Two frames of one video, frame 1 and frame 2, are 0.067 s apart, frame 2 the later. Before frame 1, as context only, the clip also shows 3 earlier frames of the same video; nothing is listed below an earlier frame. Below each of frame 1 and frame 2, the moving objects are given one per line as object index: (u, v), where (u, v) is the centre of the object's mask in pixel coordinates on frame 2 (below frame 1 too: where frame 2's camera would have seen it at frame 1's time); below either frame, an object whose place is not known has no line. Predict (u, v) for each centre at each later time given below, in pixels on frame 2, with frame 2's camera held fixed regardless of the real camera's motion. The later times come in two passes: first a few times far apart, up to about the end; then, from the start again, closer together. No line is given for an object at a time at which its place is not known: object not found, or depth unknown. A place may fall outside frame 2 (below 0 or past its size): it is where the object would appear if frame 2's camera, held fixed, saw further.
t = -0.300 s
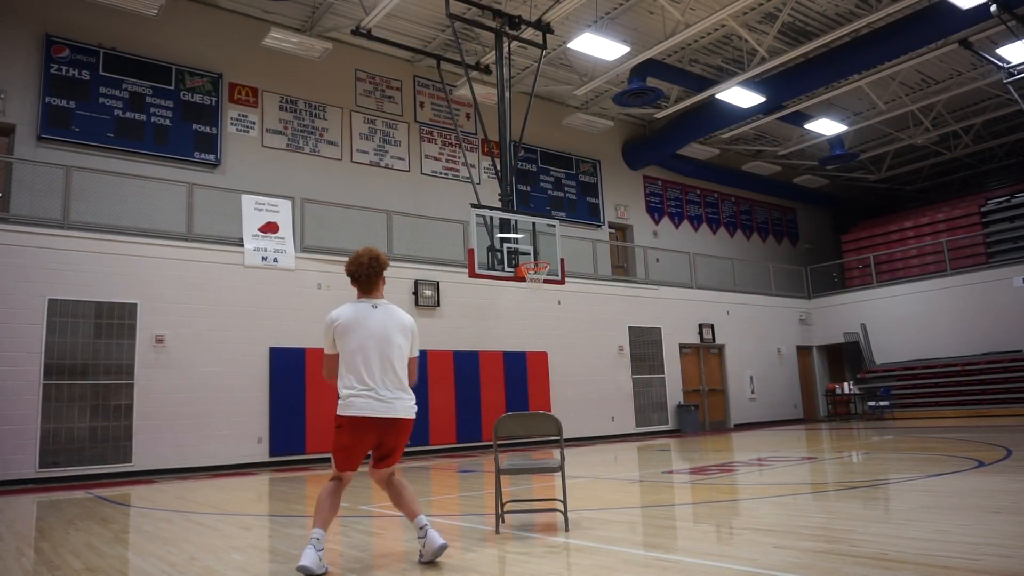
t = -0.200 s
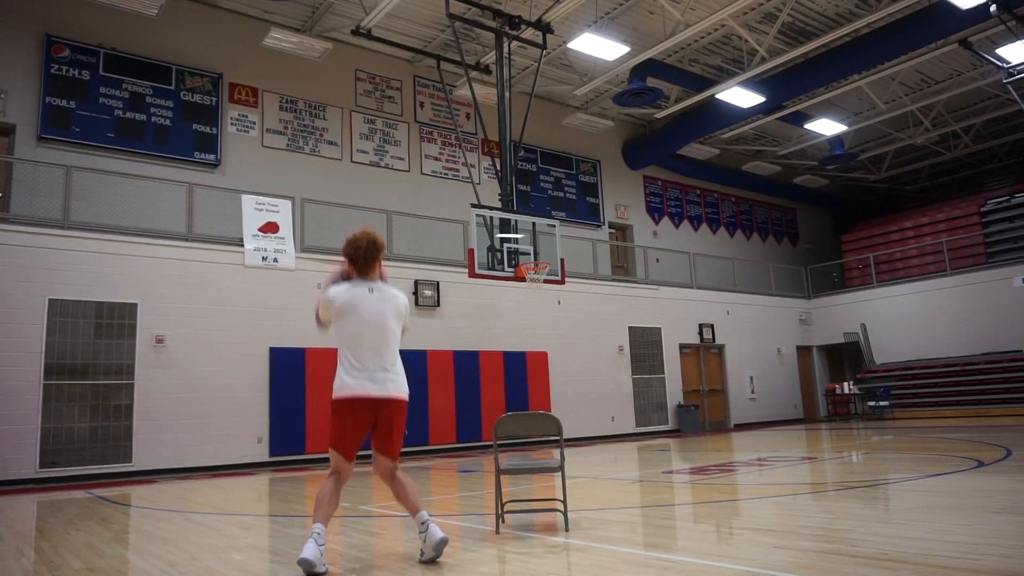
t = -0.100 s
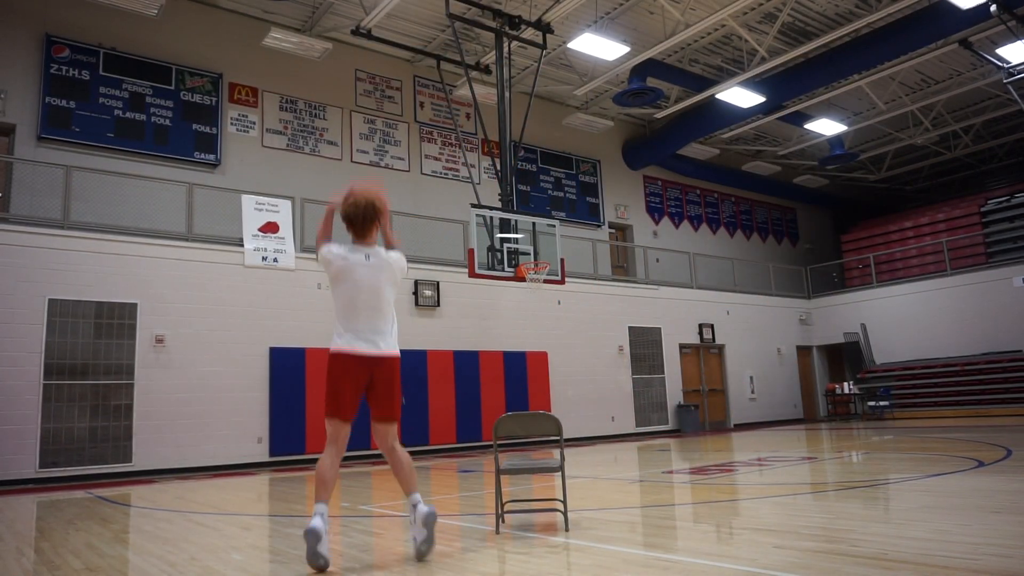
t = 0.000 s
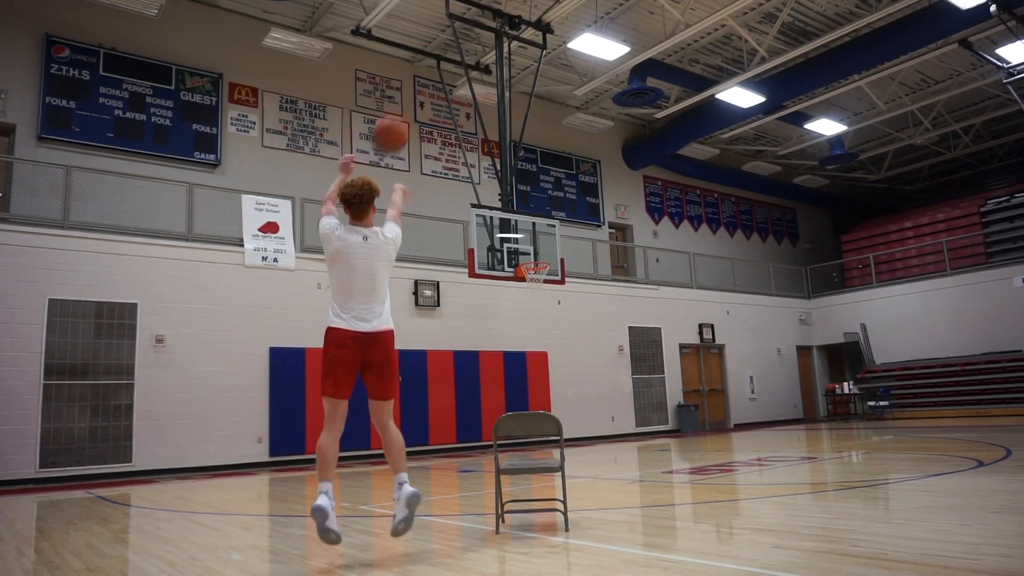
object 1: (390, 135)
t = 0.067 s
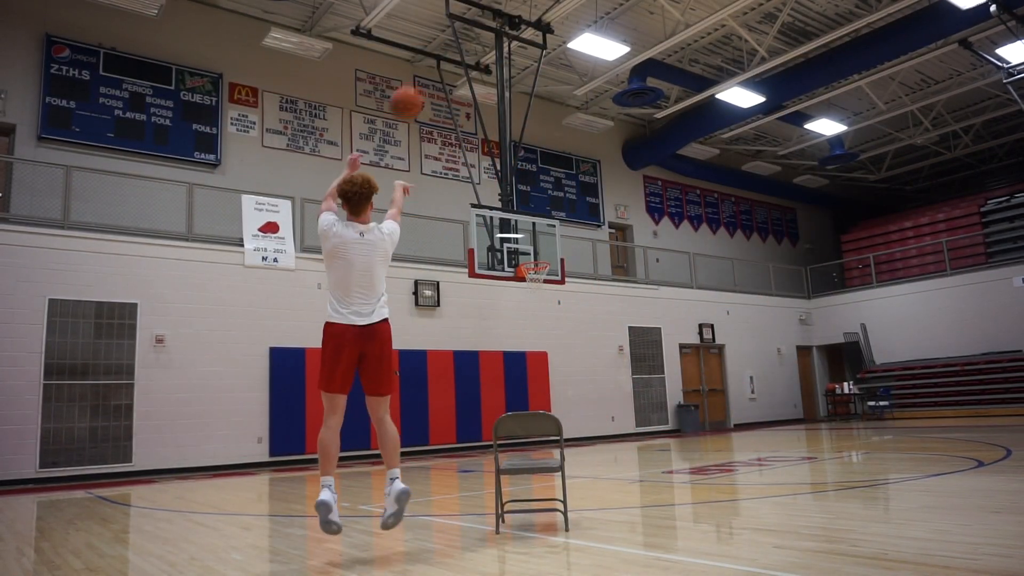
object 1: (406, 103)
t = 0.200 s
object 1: (432, 69)
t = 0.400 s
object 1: (461, 61)
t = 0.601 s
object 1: (483, 86)
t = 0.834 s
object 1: (502, 141)
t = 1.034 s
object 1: (517, 202)
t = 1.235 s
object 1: (532, 271)
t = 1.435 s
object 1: (546, 303)
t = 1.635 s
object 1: (563, 350)
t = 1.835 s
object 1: (581, 423)
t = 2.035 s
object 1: (593, 408)
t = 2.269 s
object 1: (604, 365)
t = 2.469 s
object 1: (615, 354)
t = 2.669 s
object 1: (630, 368)
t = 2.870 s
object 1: (647, 410)
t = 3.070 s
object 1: (661, 430)
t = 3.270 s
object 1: (672, 397)
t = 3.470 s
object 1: (684, 389)
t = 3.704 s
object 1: (704, 417)
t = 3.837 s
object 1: (716, 449)
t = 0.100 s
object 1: (413, 91)
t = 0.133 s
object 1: (420, 82)
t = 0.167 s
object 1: (427, 74)
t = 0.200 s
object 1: (432, 69)
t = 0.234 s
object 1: (438, 64)
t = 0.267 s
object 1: (443, 61)
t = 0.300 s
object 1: (448, 60)
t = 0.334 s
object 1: (452, 59)
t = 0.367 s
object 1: (457, 60)
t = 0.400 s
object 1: (461, 61)
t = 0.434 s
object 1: (465, 64)
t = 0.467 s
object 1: (469, 66)
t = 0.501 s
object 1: (473, 71)
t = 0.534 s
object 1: (476, 75)
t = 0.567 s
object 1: (479, 80)
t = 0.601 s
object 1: (483, 86)
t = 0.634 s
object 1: (486, 93)
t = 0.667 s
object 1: (489, 100)
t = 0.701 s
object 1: (492, 106)
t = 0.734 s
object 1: (495, 115)
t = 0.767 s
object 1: (498, 123)
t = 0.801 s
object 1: (500, 131)
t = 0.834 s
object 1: (502, 141)
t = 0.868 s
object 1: (505, 150)
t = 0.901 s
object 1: (508, 160)
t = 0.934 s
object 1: (510, 170)
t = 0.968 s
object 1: (512, 180)
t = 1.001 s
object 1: (514, 192)
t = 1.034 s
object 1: (517, 202)
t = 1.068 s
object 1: (519, 213)
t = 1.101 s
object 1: (521, 227)
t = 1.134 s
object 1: (524, 238)
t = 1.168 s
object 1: (525, 250)
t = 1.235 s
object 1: (532, 271)
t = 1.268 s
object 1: (532, 280)
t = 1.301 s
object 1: (535, 283)
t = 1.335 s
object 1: (538, 287)
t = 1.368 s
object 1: (540, 292)
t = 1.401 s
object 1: (543, 297)
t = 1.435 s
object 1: (546, 303)
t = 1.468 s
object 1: (549, 309)
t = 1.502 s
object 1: (551, 316)
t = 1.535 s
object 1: (554, 323)
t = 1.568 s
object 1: (557, 332)
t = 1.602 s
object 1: (560, 341)
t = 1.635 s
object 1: (563, 350)
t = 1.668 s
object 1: (566, 361)
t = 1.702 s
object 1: (569, 372)
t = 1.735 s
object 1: (572, 383)
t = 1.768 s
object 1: (575, 396)
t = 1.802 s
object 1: (578, 409)
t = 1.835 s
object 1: (581, 423)
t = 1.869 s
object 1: (584, 437)
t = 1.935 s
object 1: (589, 436)
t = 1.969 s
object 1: (590, 426)
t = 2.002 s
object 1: (591, 417)
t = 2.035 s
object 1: (593, 408)
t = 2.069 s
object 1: (594, 400)
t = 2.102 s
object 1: (595, 393)
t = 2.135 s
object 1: (597, 386)
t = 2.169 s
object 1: (598, 380)
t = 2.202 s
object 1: (600, 374)
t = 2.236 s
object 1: (602, 369)
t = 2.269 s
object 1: (604, 365)
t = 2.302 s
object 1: (605, 362)
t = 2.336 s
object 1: (607, 359)
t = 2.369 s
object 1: (609, 356)
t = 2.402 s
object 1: (611, 355)
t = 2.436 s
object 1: (613, 354)
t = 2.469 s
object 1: (615, 354)
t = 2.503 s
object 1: (617, 354)
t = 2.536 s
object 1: (620, 356)
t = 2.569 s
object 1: (622, 357)
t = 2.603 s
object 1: (624, 360)
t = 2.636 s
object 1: (627, 364)
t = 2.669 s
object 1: (630, 368)
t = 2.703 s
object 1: (632, 373)
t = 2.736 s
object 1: (635, 379)
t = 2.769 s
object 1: (638, 386)
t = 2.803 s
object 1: (641, 393)
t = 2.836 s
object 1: (644, 401)
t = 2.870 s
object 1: (647, 410)
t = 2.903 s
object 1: (649, 419)
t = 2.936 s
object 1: (652, 429)
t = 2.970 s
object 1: (655, 441)
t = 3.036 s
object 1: (659, 440)
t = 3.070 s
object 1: (661, 430)
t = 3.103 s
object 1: (663, 423)
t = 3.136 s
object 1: (665, 417)
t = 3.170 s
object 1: (666, 410)
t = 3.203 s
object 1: (668, 405)
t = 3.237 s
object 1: (669, 401)
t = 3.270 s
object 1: (672, 397)
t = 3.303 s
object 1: (674, 393)
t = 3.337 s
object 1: (675, 392)
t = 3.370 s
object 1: (678, 390)
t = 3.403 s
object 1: (680, 389)
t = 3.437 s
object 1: (682, 389)
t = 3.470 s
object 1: (684, 389)
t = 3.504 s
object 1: (687, 391)
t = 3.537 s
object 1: (690, 393)
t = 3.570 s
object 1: (692, 396)
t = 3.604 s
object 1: (695, 400)
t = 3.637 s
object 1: (698, 405)
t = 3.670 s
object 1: (701, 411)
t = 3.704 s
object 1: (704, 417)
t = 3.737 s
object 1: (707, 425)
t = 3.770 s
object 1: (709, 432)
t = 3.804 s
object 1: (712, 440)
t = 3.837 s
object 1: (716, 449)
